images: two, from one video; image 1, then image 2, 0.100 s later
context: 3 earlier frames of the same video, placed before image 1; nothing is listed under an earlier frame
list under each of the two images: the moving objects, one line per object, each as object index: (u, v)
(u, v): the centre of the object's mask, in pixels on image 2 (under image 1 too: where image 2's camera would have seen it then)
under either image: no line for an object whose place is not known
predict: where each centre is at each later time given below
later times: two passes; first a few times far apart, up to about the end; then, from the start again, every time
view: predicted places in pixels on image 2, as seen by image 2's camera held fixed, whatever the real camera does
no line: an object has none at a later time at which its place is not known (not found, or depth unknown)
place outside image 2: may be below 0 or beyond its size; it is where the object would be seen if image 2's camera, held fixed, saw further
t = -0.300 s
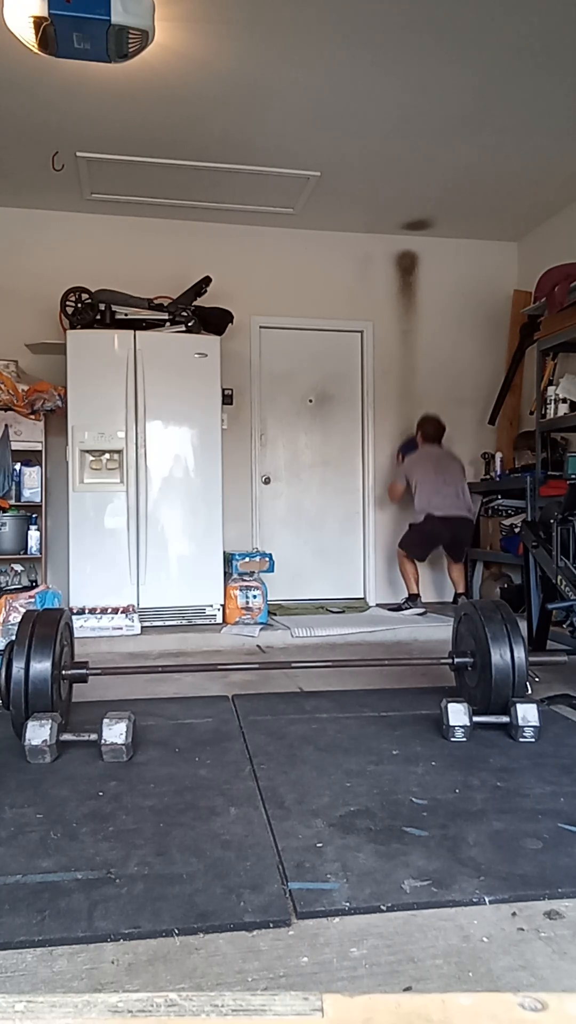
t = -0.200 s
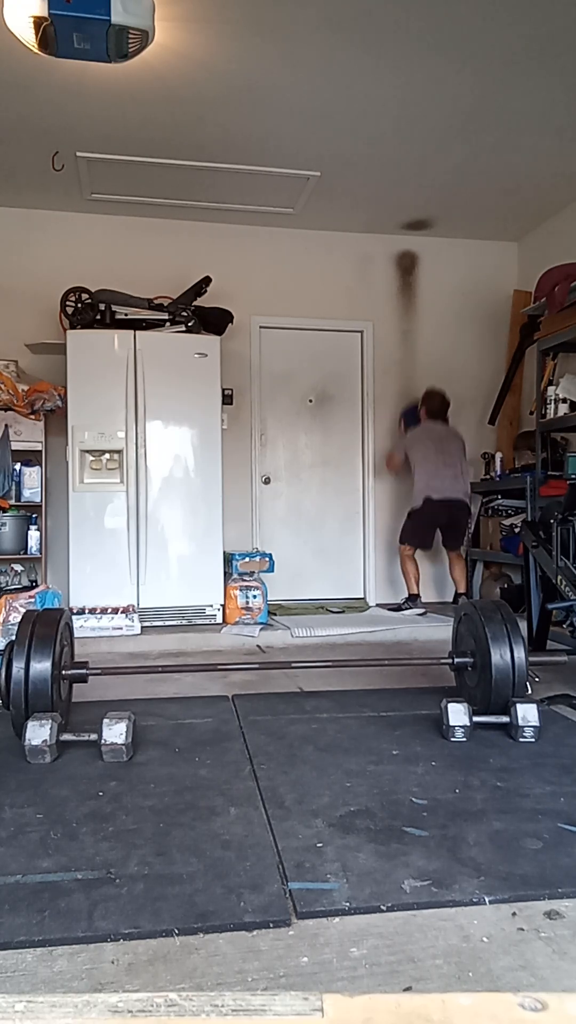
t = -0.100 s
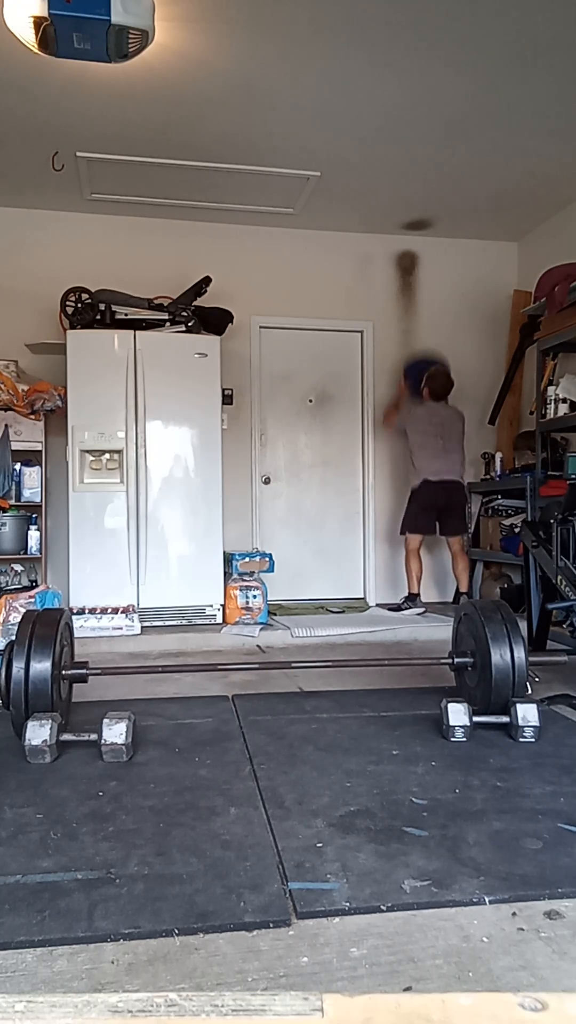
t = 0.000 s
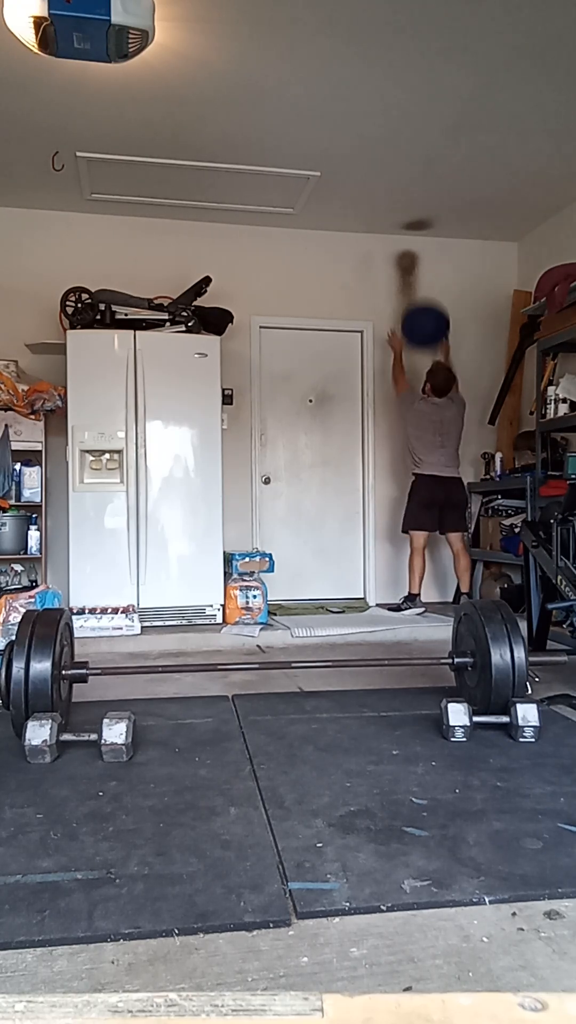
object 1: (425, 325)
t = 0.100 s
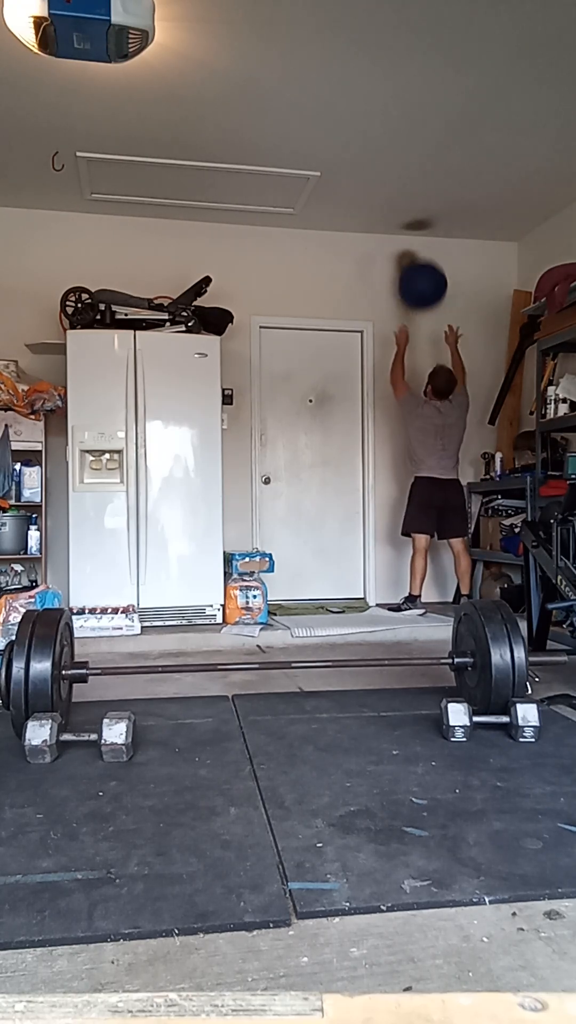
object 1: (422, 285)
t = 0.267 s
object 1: (417, 249)
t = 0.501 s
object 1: (419, 295)
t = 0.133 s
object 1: (420, 274)
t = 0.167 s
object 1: (420, 266)
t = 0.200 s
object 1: (419, 259)
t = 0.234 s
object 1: (418, 253)
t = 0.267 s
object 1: (417, 249)
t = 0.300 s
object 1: (417, 249)
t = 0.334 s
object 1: (416, 253)
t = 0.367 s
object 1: (417, 257)
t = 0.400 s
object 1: (417, 262)
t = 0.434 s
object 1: (418, 268)
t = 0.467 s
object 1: (419, 285)
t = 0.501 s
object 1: (419, 295)
